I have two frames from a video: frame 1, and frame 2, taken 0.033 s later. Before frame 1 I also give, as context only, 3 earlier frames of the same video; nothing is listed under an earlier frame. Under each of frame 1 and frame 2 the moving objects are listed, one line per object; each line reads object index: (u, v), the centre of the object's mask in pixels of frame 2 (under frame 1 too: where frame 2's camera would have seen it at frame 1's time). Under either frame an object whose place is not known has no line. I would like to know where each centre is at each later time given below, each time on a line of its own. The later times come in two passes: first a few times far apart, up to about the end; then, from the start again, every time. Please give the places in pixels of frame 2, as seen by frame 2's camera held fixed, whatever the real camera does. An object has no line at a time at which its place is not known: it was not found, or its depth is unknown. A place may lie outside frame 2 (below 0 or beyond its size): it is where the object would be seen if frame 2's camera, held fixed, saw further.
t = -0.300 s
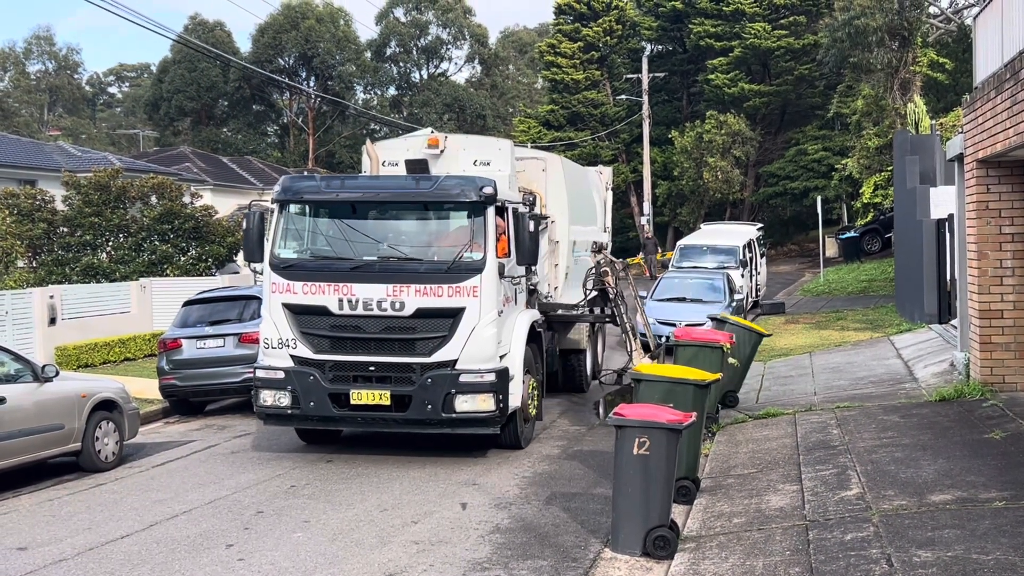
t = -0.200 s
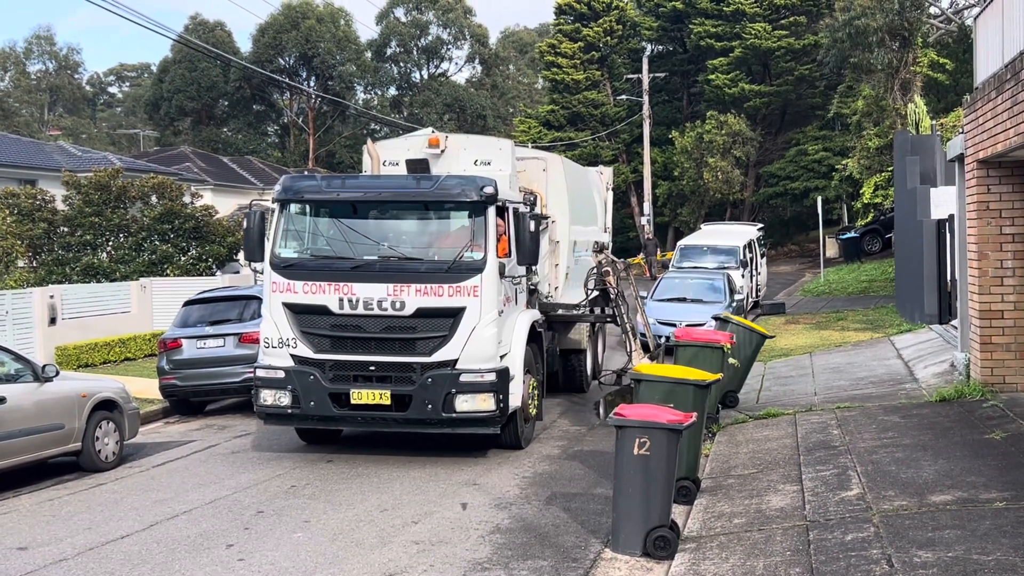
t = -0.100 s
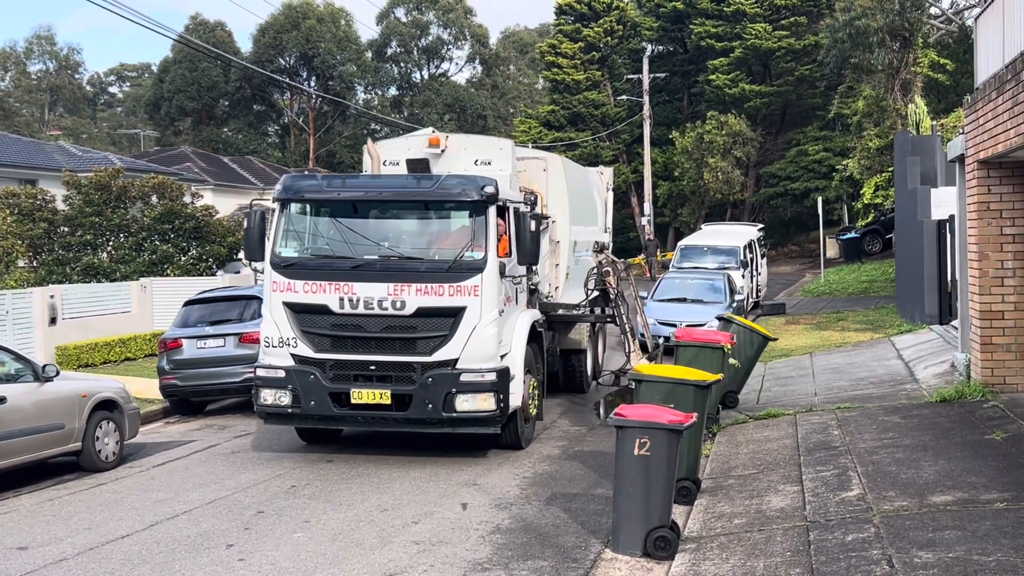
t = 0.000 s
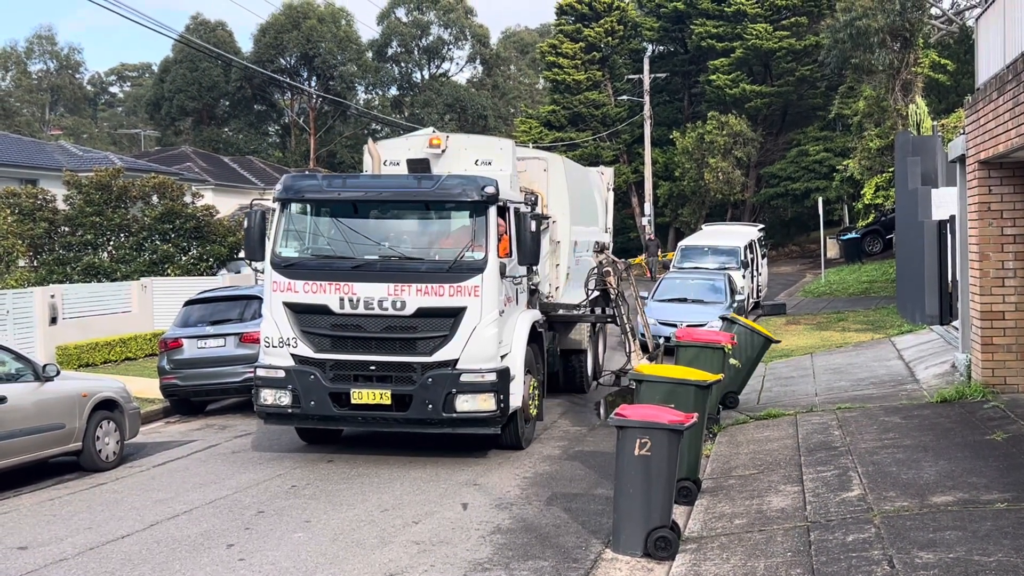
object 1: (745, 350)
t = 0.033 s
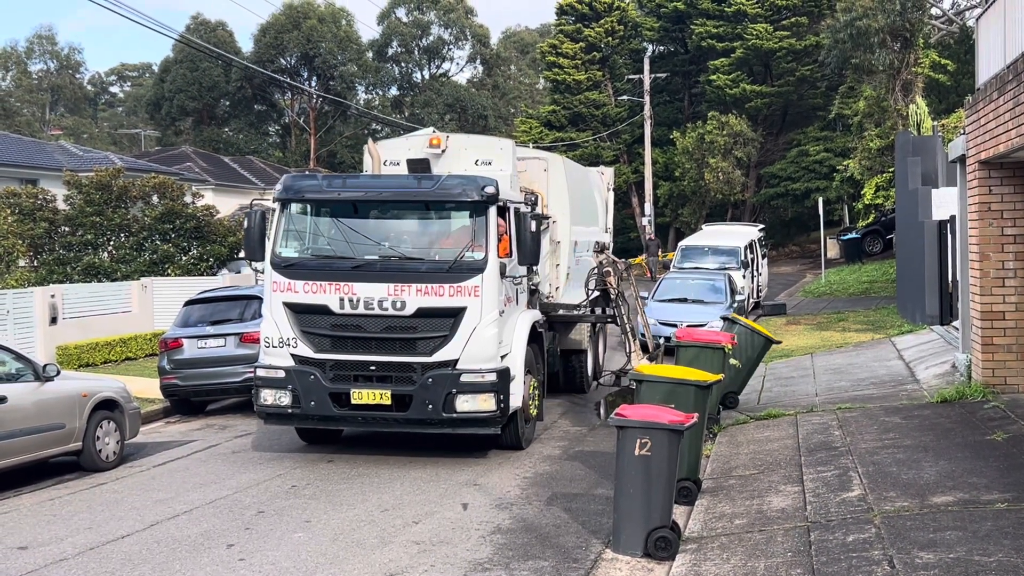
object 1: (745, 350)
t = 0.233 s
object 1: (748, 353)
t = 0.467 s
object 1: (753, 362)
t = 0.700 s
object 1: (763, 374)
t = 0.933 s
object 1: (770, 376)
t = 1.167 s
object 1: (769, 378)
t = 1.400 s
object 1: (760, 376)
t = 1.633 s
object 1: (772, 379)
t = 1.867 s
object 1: (760, 376)
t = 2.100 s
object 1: (761, 376)
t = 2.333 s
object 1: (761, 375)
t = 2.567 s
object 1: (758, 375)
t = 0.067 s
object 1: (746, 350)
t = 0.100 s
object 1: (746, 351)
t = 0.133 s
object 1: (747, 351)
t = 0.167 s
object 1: (748, 352)
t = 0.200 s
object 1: (748, 352)
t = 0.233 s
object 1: (748, 353)
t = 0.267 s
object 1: (749, 353)
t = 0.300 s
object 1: (749, 354)
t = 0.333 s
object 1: (750, 356)
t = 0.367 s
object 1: (751, 358)
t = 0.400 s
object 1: (751, 360)
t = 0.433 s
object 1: (752, 360)
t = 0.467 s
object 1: (753, 362)
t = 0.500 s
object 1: (755, 364)
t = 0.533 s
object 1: (756, 366)
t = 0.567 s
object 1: (758, 369)
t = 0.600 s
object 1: (760, 372)
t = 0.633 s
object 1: (761, 375)
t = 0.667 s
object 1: (762, 375)
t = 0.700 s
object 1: (763, 374)
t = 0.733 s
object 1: (765, 374)
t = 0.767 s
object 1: (766, 374)
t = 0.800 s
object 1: (767, 374)
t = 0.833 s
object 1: (768, 375)
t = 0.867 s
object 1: (769, 375)
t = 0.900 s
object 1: (769, 375)
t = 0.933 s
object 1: (770, 376)
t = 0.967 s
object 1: (771, 376)
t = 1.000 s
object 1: (772, 376)
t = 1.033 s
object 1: (769, 377)
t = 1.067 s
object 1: (767, 377)
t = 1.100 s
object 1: (767, 377)
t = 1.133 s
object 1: (771, 378)
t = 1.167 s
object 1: (769, 378)
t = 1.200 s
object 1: (760, 376)
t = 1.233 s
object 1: (769, 378)
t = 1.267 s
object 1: (770, 378)
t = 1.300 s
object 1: (760, 375)
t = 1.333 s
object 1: (760, 375)
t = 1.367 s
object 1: (760, 375)
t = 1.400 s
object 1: (760, 376)
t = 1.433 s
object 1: (771, 378)
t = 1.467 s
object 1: (771, 378)
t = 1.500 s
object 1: (771, 378)
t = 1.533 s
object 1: (761, 376)
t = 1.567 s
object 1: (761, 376)
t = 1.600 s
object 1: (773, 379)
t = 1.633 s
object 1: (772, 379)
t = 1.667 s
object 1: (771, 379)
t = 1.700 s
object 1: (760, 376)
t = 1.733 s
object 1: (760, 376)
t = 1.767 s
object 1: (760, 376)
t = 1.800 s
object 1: (760, 376)
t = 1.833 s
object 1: (760, 376)
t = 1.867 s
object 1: (760, 376)
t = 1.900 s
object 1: (761, 376)
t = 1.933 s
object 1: (761, 376)
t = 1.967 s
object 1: (760, 376)
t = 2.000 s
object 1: (761, 376)
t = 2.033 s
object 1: (760, 376)
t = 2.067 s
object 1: (761, 376)
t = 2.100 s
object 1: (761, 376)
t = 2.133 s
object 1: (760, 376)
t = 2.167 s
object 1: (761, 376)
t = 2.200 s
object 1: (761, 376)
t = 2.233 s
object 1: (761, 375)
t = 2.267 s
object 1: (761, 375)
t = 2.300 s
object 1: (761, 375)
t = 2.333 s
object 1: (761, 375)
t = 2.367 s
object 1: (761, 375)
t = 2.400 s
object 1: (760, 375)
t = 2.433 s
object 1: (760, 375)
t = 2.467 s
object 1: (760, 376)
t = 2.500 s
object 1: (759, 375)
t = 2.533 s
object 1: (759, 375)
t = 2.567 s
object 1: (758, 375)
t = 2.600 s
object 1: (758, 375)
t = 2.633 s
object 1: (758, 375)
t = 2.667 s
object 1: (758, 375)
